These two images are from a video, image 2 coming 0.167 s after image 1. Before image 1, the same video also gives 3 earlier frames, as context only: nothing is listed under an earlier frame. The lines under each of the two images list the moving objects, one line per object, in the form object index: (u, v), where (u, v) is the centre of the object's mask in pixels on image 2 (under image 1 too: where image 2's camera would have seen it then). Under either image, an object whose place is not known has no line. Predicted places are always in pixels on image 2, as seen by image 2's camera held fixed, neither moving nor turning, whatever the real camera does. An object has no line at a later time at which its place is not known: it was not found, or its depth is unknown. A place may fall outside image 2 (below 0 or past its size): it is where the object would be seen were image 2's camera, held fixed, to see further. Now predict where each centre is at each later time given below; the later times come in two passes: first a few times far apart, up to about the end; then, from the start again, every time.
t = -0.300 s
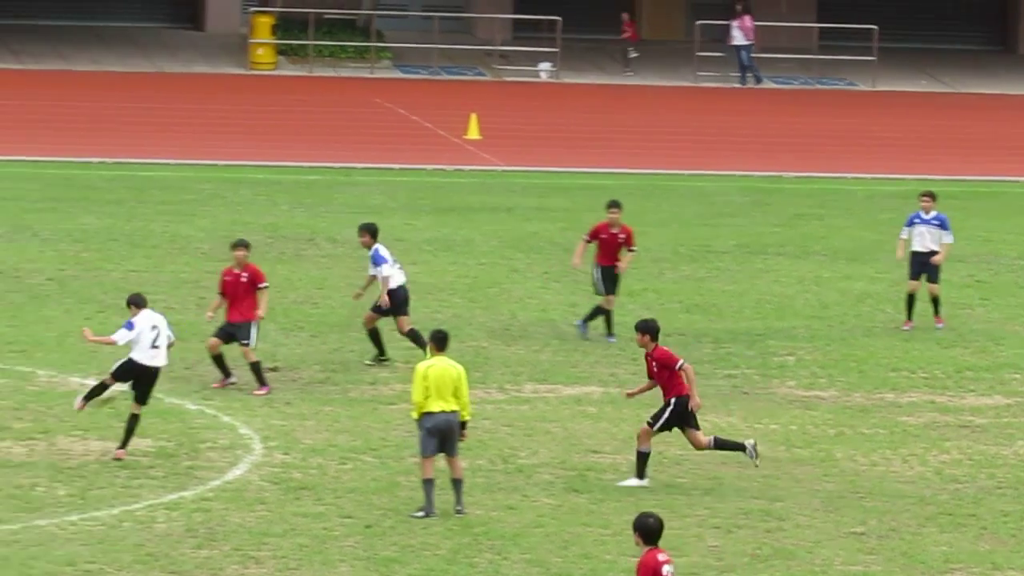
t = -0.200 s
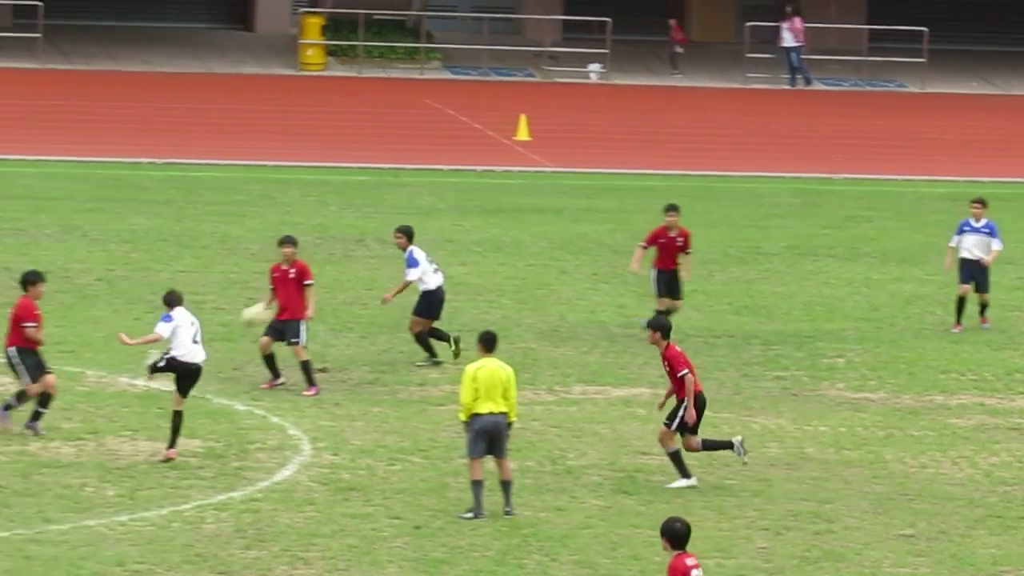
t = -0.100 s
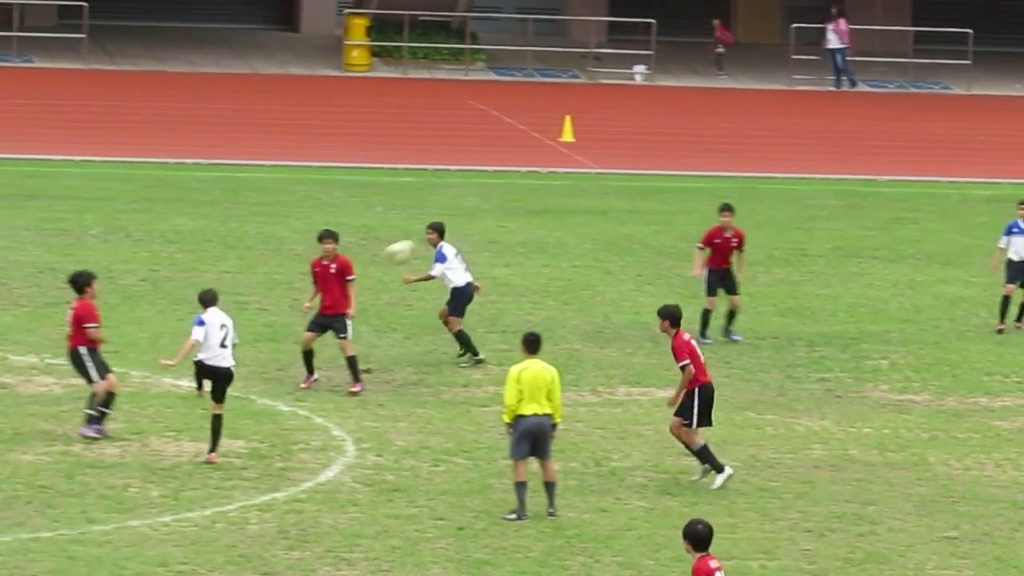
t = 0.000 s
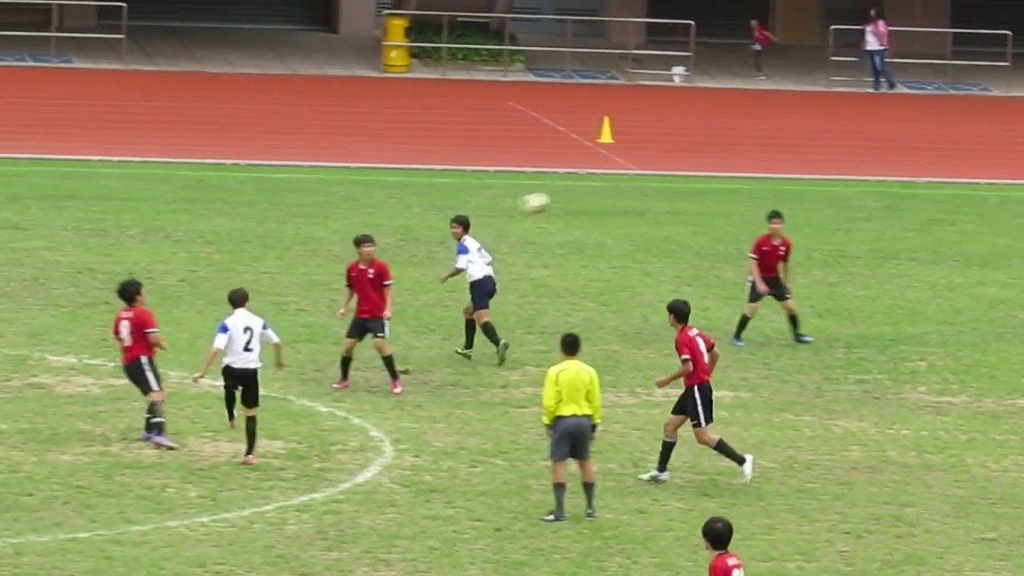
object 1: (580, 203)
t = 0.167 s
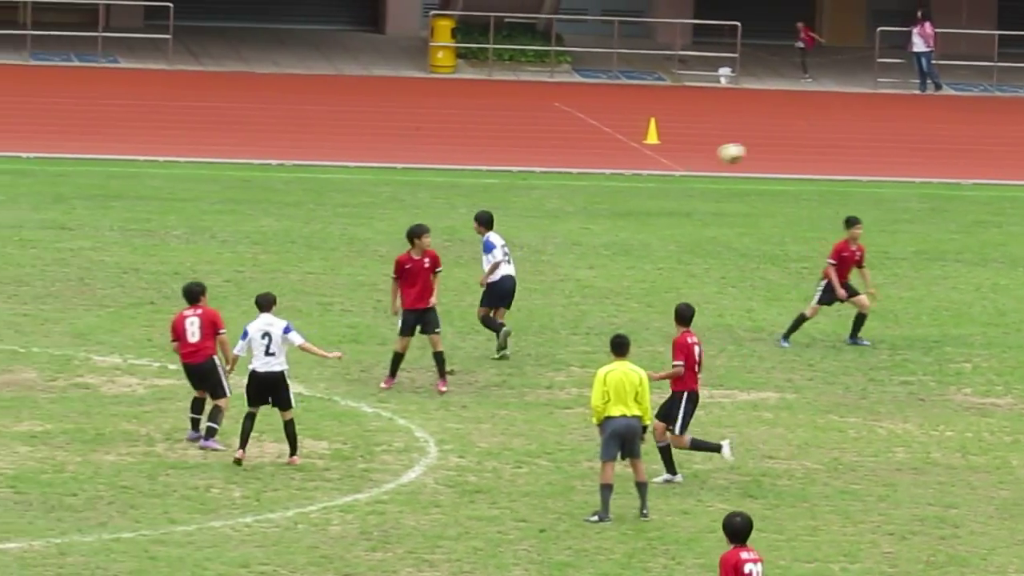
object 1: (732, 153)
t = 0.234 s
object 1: (789, 142)
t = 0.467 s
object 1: (975, 143)
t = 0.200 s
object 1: (760, 146)
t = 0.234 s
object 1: (789, 142)
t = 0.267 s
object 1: (817, 139)
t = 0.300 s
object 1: (843, 137)
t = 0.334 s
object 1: (871, 135)
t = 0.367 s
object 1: (897, 136)
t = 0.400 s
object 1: (923, 138)
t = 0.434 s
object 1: (950, 140)
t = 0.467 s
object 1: (975, 143)
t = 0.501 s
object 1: (1001, 146)
